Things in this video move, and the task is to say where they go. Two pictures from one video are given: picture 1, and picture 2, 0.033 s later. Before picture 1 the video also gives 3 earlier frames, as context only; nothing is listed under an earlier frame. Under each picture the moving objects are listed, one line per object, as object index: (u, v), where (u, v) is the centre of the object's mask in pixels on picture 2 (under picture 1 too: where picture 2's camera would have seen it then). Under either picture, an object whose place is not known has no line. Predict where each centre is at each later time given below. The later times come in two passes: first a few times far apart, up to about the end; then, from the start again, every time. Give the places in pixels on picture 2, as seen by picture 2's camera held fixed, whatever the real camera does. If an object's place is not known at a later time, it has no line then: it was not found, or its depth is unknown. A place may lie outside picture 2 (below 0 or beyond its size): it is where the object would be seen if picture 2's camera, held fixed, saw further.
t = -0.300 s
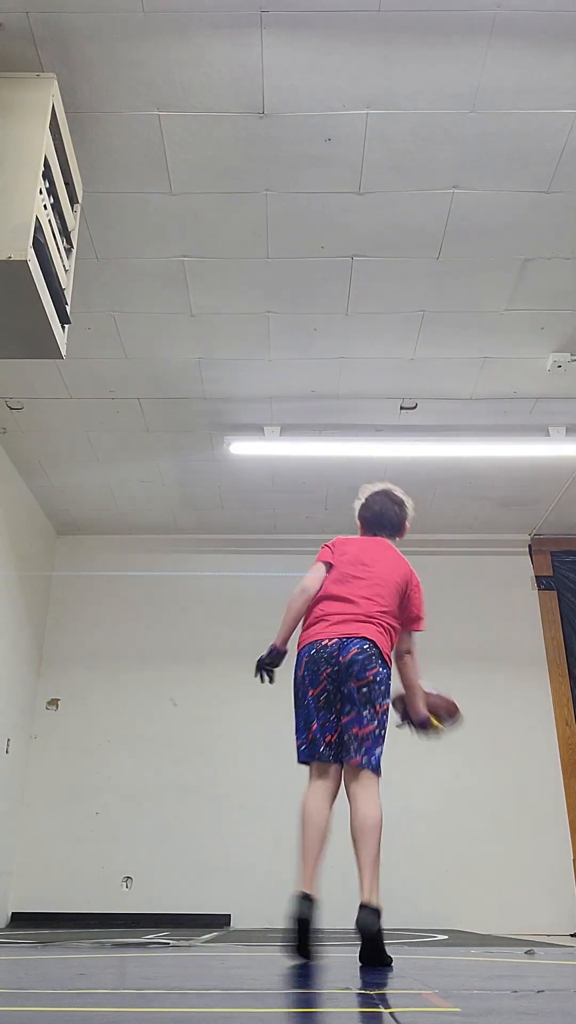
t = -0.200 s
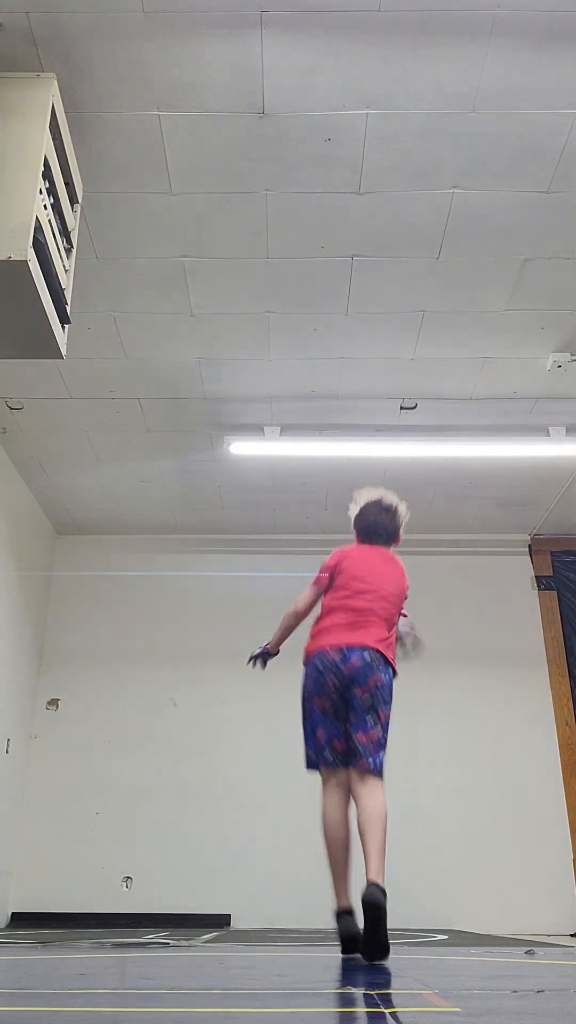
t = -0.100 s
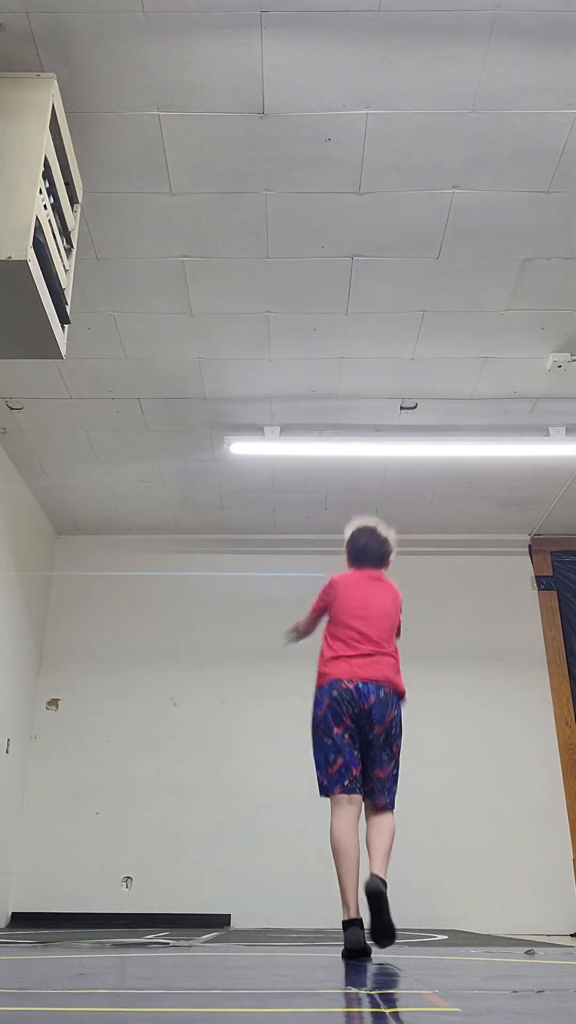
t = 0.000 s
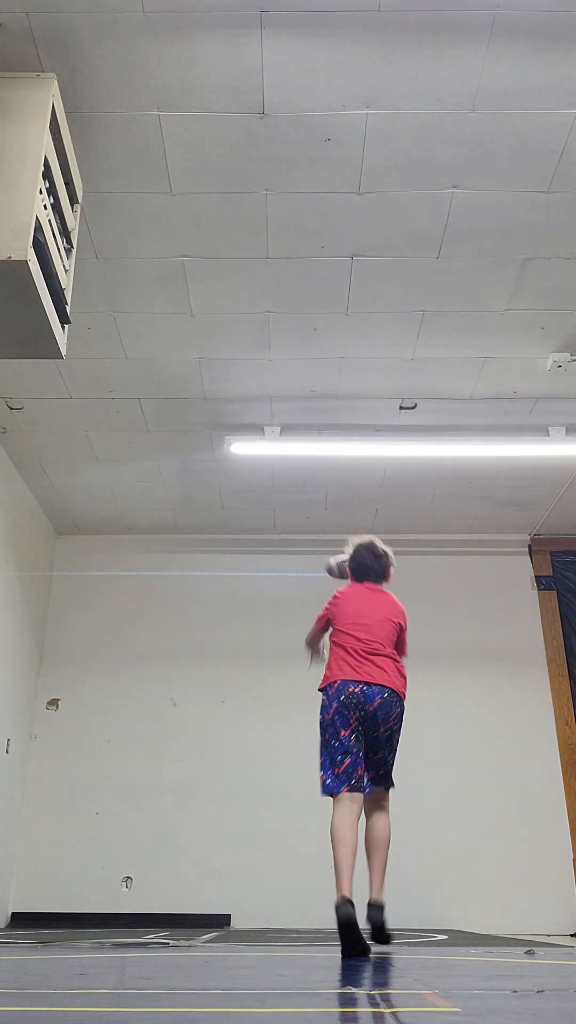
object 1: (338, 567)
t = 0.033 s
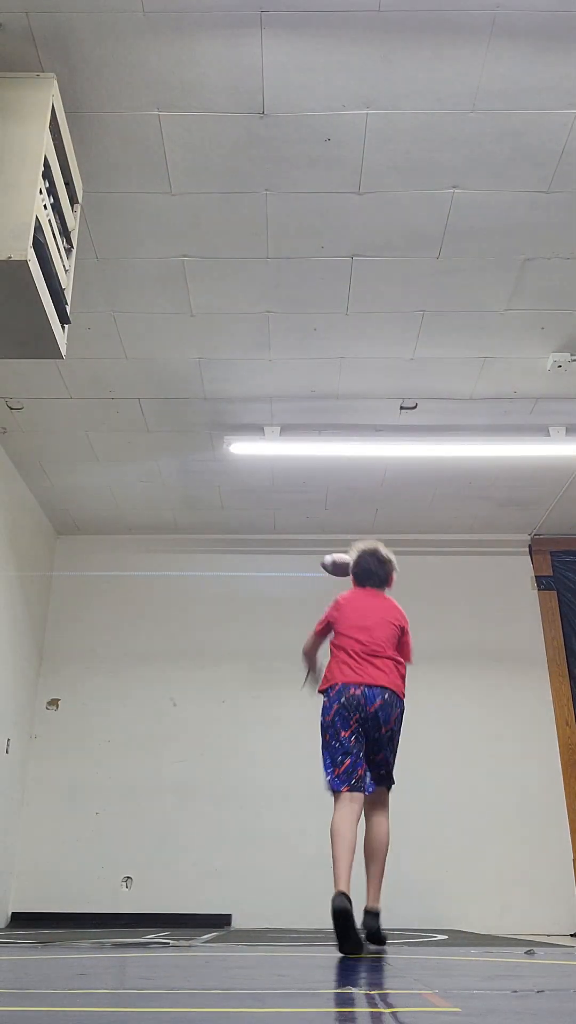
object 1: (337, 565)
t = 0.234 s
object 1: (315, 583)
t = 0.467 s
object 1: (298, 577)
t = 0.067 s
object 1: (335, 564)
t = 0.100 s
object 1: (331, 566)
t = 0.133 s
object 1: (326, 569)
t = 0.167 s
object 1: (322, 573)
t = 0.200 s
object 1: (319, 578)
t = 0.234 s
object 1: (315, 583)
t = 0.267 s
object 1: (312, 592)
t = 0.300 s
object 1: (308, 601)
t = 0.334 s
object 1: (306, 599)
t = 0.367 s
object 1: (304, 591)
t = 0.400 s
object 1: (302, 585)
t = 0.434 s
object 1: (300, 580)
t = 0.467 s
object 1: (298, 577)
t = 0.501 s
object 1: (295, 576)
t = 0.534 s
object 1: (293, 575)
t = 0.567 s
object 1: (291, 576)
